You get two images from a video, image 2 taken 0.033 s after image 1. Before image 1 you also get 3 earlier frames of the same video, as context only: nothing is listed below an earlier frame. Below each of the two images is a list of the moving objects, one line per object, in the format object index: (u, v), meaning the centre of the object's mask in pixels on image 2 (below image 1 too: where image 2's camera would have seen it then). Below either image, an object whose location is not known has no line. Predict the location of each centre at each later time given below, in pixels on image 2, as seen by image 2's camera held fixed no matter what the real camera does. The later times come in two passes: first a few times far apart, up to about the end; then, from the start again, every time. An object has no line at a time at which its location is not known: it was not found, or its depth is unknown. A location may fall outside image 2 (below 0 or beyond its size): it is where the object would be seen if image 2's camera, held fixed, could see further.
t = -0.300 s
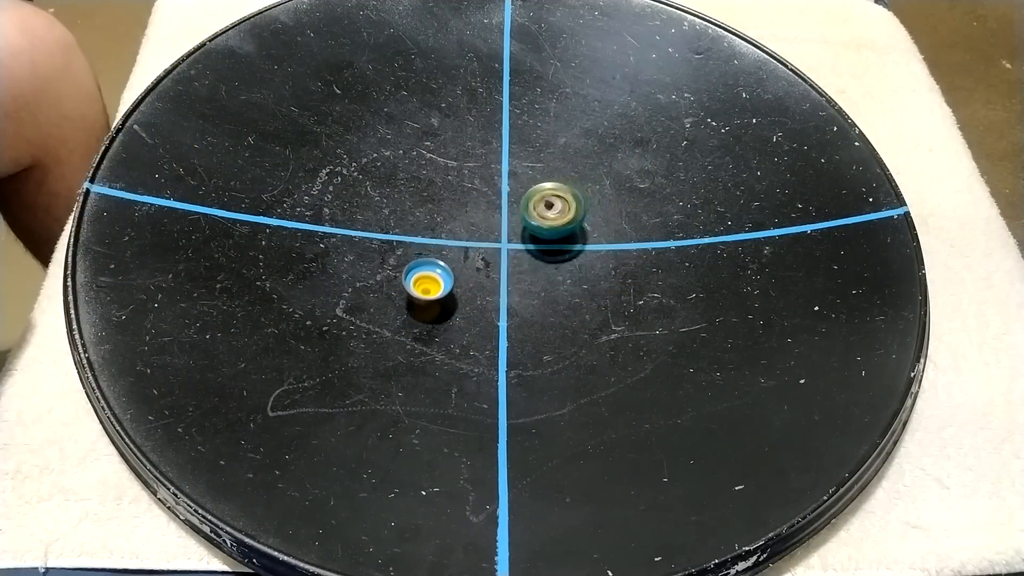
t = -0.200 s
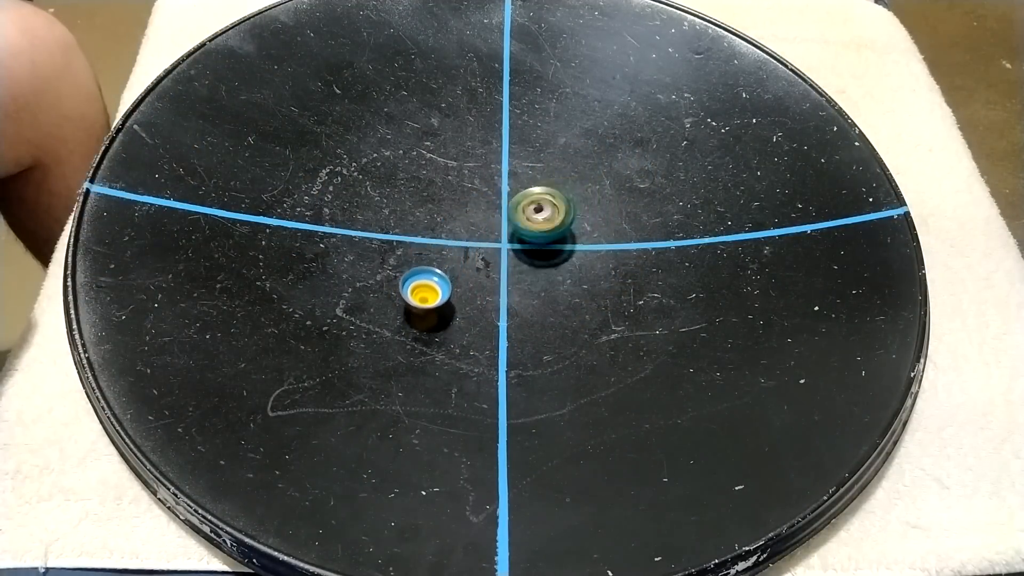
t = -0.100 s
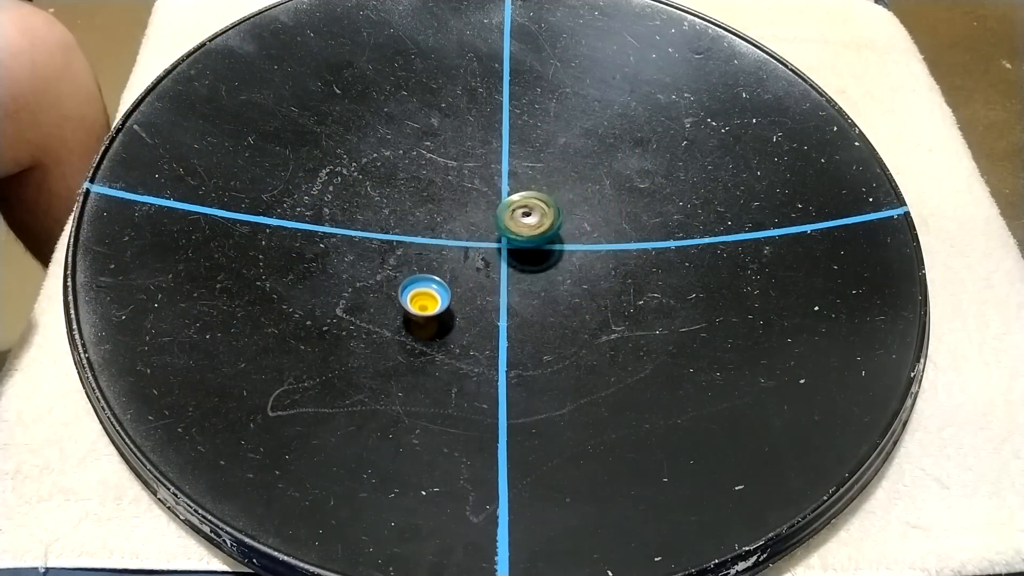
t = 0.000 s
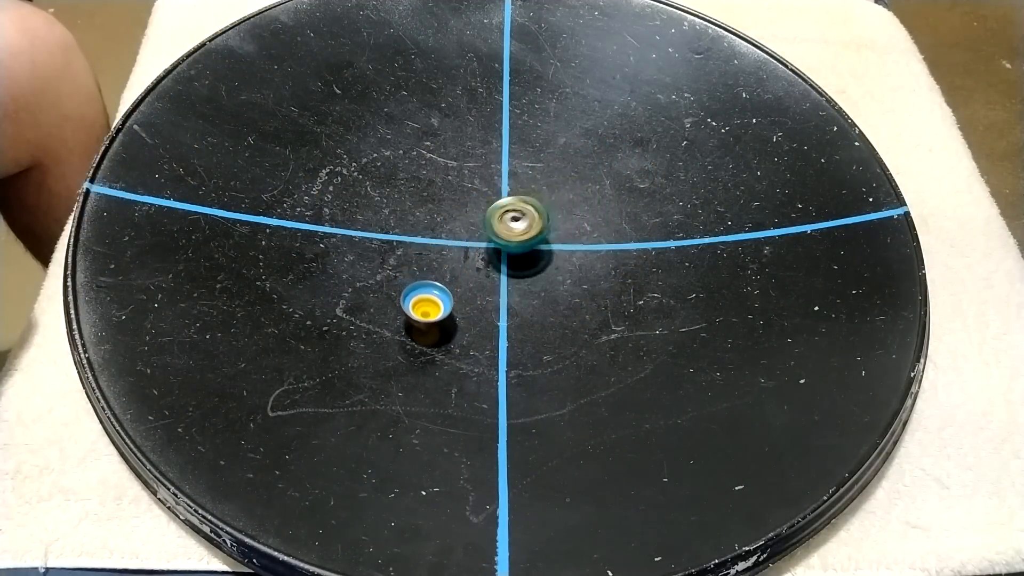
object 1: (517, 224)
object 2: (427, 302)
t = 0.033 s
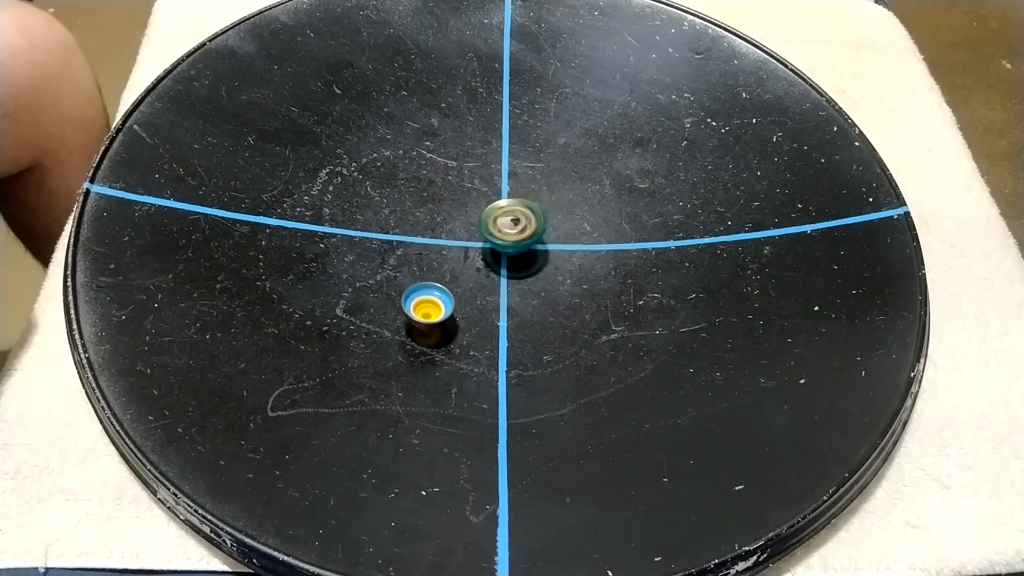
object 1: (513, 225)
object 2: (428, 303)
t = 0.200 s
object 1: (495, 234)
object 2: (438, 309)
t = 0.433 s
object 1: (482, 243)
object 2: (463, 314)
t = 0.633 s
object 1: (490, 251)
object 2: (491, 314)
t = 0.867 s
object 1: (515, 254)
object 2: (516, 302)
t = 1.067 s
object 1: (546, 224)
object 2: (542, 292)
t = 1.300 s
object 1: (593, 202)
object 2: (571, 269)
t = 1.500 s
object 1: (623, 207)
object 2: (591, 248)
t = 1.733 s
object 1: (651, 208)
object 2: (599, 235)
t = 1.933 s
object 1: (660, 208)
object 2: (596, 220)
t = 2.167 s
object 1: (651, 216)
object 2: (582, 202)
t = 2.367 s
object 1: (632, 229)
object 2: (565, 189)
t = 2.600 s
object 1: (577, 234)
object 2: (547, 178)
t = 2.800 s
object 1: (527, 221)
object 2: (530, 174)
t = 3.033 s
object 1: (479, 212)
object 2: (513, 164)
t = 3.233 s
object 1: (455, 207)
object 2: (508, 163)
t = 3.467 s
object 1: (455, 207)
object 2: (497, 174)
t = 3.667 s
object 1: (473, 225)
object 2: (487, 182)
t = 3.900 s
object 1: (489, 265)
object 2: (483, 206)
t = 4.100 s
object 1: (483, 301)
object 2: (481, 228)
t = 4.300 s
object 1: (479, 312)
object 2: (478, 249)
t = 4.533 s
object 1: (490, 308)
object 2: (471, 263)
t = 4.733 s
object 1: (524, 303)
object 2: (475, 273)
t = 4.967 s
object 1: (571, 287)
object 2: (497, 277)
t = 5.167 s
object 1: (608, 274)
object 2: (519, 283)
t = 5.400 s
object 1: (635, 256)
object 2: (535, 292)
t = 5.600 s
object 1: (637, 238)
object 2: (541, 290)
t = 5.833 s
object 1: (619, 216)
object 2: (554, 276)
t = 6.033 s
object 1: (595, 196)
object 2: (564, 260)
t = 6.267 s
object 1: (569, 176)
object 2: (575, 241)
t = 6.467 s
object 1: (547, 171)
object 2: (578, 226)
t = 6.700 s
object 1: (520, 178)
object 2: (584, 209)
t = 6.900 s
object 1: (494, 191)
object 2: (587, 197)
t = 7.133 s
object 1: (467, 207)
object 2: (585, 190)
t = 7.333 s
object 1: (449, 219)
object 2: (578, 189)
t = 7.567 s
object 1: (445, 237)
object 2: (563, 192)
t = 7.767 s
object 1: (456, 254)
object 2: (549, 198)
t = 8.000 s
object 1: (475, 275)
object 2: (532, 209)
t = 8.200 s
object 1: (498, 293)
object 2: (516, 221)
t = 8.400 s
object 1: (518, 305)
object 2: (503, 233)
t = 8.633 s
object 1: (538, 299)
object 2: (488, 248)
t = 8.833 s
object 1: (560, 286)
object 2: (477, 261)
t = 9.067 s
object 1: (591, 275)
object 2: (467, 272)
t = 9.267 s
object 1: (606, 269)
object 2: (467, 279)
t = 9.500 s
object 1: (607, 260)
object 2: (476, 277)
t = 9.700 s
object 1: (617, 258)
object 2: (497, 272)
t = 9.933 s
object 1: (610, 249)
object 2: (527, 271)
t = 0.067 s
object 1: (510, 227)
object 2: (429, 304)
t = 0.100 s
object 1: (506, 229)
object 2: (431, 306)
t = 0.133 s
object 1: (501, 230)
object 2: (433, 308)
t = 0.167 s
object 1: (499, 232)
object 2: (435, 309)
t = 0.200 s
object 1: (495, 234)
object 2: (438, 309)
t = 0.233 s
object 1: (492, 235)
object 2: (441, 310)
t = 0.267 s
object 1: (490, 236)
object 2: (444, 311)
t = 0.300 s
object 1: (487, 237)
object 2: (447, 312)
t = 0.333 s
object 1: (486, 238)
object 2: (451, 313)
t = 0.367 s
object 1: (486, 240)
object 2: (455, 313)
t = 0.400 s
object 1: (483, 243)
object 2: (459, 314)
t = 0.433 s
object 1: (482, 243)
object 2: (463, 314)
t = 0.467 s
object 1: (484, 244)
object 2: (468, 315)
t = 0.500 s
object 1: (484, 247)
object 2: (472, 316)
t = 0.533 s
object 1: (484, 248)
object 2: (476, 316)
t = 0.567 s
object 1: (485, 248)
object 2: (481, 316)
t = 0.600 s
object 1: (489, 249)
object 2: (487, 315)
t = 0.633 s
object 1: (490, 251)
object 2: (491, 314)
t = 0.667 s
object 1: (492, 251)
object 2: (495, 313)
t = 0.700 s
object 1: (495, 252)
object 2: (499, 311)
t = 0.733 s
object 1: (498, 254)
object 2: (502, 309)
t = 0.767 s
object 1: (500, 255)
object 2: (506, 307)
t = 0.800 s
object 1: (504, 255)
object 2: (509, 305)
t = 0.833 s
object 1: (509, 255)
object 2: (512, 303)
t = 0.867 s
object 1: (515, 254)
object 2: (516, 302)
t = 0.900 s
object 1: (521, 252)
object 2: (520, 302)
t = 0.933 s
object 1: (526, 246)
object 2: (525, 300)
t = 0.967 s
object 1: (529, 240)
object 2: (529, 298)
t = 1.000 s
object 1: (533, 233)
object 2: (533, 296)
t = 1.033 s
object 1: (541, 227)
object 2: (538, 294)
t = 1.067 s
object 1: (546, 224)
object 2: (542, 292)
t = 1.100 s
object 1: (552, 220)
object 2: (547, 289)
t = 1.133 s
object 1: (558, 214)
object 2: (551, 286)
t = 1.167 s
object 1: (567, 211)
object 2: (555, 283)
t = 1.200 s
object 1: (573, 208)
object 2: (559, 279)
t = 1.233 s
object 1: (579, 206)
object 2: (563, 276)
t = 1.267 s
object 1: (586, 204)
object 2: (567, 272)
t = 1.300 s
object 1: (593, 202)
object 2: (571, 269)
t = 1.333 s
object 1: (598, 202)
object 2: (575, 266)
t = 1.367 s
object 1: (604, 203)
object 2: (579, 262)
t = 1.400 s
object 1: (609, 203)
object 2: (582, 258)
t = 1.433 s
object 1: (613, 203)
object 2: (585, 255)
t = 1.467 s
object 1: (619, 206)
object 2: (588, 251)
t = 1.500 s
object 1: (623, 207)
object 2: (591, 248)
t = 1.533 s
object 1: (627, 207)
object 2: (593, 247)
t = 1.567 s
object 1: (633, 208)
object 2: (594, 245)
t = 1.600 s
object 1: (637, 208)
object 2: (595, 244)
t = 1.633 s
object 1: (641, 208)
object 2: (596, 242)
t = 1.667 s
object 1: (645, 208)
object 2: (597, 240)
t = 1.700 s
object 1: (648, 208)
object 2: (599, 238)
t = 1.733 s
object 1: (651, 208)
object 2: (599, 235)
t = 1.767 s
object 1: (654, 208)
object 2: (600, 232)
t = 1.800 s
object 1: (655, 208)
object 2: (600, 230)
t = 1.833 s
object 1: (657, 207)
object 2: (600, 227)
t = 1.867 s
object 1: (660, 207)
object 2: (599, 225)
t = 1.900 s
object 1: (661, 208)
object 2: (597, 222)
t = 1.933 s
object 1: (660, 208)
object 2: (596, 220)
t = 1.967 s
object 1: (659, 208)
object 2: (596, 218)
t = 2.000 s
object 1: (658, 209)
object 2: (595, 215)
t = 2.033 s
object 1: (656, 210)
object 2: (594, 212)
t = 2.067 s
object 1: (653, 212)
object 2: (593, 210)
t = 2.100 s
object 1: (649, 213)
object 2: (590, 207)
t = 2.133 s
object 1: (649, 213)
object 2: (587, 204)
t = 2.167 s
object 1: (651, 216)
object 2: (582, 202)
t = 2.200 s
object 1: (650, 218)
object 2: (579, 199)
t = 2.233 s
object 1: (647, 220)
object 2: (576, 197)
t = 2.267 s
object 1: (644, 222)
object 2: (573, 195)
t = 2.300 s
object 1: (642, 224)
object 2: (570, 193)
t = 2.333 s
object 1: (639, 227)
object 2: (568, 191)
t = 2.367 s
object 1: (632, 229)
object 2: (565, 189)
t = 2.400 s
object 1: (624, 231)
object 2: (563, 187)
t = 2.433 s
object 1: (619, 233)
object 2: (560, 185)
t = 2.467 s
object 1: (613, 234)
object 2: (557, 183)
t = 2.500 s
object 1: (602, 235)
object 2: (555, 182)
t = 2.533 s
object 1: (593, 235)
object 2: (552, 180)
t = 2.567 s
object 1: (586, 235)
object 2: (549, 179)
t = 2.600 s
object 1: (577, 234)
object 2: (547, 178)
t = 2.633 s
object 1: (569, 232)
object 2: (544, 177)
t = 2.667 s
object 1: (560, 230)
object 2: (542, 177)
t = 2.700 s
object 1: (550, 226)
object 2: (539, 176)
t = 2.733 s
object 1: (542, 225)
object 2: (536, 176)
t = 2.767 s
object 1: (536, 222)
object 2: (533, 175)
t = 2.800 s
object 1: (527, 221)
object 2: (530, 174)
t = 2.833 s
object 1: (517, 220)
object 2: (526, 173)
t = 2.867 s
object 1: (511, 216)
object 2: (522, 173)
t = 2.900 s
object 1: (505, 217)
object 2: (519, 171)
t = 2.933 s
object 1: (497, 216)
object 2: (516, 168)
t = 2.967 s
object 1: (489, 215)
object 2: (513, 167)
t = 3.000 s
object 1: (484, 213)
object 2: (513, 165)
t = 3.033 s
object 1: (479, 212)
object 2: (513, 164)
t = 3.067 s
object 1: (473, 213)
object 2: (512, 163)
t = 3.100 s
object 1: (468, 211)
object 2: (512, 161)
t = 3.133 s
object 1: (463, 209)
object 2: (511, 161)
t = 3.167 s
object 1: (460, 208)
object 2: (510, 161)
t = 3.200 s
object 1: (458, 208)
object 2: (508, 162)
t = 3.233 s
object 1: (455, 207)
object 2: (508, 163)
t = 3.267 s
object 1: (452, 206)
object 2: (507, 165)
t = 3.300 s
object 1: (451, 204)
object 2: (506, 167)
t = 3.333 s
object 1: (452, 204)
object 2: (506, 169)
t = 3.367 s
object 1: (453, 207)
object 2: (505, 171)
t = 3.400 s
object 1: (452, 207)
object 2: (502, 172)
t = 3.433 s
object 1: (452, 205)
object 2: (500, 173)
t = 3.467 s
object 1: (455, 207)
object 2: (497, 174)
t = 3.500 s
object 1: (459, 210)
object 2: (495, 174)
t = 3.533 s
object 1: (459, 211)
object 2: (493, 175)
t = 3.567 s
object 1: (461, 213)
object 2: (492, 176)
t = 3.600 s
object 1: (465, 214)
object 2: (490, 177)
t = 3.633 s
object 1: (469, 219)
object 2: (488, 179)
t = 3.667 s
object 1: (473, 225)
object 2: (487, 182)
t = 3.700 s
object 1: (476, 230)
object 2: (485, 185)
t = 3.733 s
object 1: (479, 233)
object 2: (484, 188)
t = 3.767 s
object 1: (482, 240)
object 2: (484, 192)
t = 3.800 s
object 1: (484, 247)
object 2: (484, 195)
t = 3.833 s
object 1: (487, 254)
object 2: (483, 200)
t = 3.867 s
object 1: (488, 260)
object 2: (483, 202)
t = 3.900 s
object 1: (489, 265)
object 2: (483, 206)
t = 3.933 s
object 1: (490, 272)
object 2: (482, 210)
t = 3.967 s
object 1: (489, 280)
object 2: (482, 213)
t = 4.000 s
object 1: (487, 287)
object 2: (482, 216)
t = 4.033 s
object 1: (484, 293)
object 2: (482, 220)
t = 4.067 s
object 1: (483, 297)
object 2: (481, 224)
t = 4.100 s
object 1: (483, 301)
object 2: (481, 228)
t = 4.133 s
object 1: (483, 304)
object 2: (480, 231)
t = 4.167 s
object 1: (481, 309)
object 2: (478, 235)
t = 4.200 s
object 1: (479, 311)
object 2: (478, 238)
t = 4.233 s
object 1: (477, 312)
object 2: (478, 242)
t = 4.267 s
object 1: (477, 312)
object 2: (478, 246)
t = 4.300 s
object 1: (479, 312)
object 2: (478, 249)
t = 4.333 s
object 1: (479, 312)
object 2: (478, 253)
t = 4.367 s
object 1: (478, 312)
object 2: (478, 257)
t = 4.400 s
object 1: (479, 309)
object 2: (478, 259)
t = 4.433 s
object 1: (480, 308)
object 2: (477, 260)
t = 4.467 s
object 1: (481, 308)
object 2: (475, 260)
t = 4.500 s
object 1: (486, 309)
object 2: (473, 261)
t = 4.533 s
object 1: (490, 308)
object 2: (471, 263)
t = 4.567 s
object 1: (494, 308)
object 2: (470, 265)
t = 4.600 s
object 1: (499, 307)
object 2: (470, 267)
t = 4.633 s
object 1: (505, 306)
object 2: (471, 269)
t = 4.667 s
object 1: (512, 305)
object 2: (472, 270)
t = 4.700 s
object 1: (518, 304)
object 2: (473, 272)
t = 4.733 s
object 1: (524, 303)
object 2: (475, 273)
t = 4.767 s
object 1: (531, 300)
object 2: (478, 274)
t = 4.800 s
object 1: (538, 297)
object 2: (481, 275)
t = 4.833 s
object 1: (545, 294)
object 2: (483, 276)
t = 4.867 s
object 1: (552, 294)
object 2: (487, 276)
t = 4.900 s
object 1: (558, 292)
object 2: (490, 276)
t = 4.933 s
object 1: (565, 289)
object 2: (493, 277)
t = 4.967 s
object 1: (571, 287)
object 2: (497, 277)
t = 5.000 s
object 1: (578, 286)
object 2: (501, 278)
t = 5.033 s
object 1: (585, 283)
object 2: (505, 279)
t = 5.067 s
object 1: (592, 280)
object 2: (509, 280)
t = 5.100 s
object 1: (597, 279)
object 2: (512, 281)
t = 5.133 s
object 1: (602, 277)
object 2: (516, 283)
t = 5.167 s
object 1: (608, 274)
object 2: (519, 283)
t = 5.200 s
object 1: (613, 271)
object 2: (522, 285)
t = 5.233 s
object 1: (618, 268)
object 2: (525, 287)
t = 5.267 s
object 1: (623, 267)
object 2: (528, 289)
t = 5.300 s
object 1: (626, 265)
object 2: (530, 290)
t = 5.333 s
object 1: (629, 261)
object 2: (532, 291)
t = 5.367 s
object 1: (632, 259)
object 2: (534, 292)
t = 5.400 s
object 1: (635, 256)
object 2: (535, 292)
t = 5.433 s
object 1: (637, 254)
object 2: (536, 292)
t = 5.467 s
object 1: (637, 251)
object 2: (536, 292)
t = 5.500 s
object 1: (638, 247)
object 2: (538, 292)
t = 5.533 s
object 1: (639, 244)
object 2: (539, 291)
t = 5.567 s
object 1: (638, 241)
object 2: (540, 291)
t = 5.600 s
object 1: (637, 238)
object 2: (541, 290)
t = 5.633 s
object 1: (635, 235)
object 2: (543, 289)
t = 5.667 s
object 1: (634, 232)
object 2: (545, 287)
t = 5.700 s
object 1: (631, 229)
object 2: (547, 285)
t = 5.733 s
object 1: (628, 225)
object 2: (549, 283)
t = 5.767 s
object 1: (626, 222)
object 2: (551, 281)
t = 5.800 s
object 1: (623, 219)
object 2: (552, 278)
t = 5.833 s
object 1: (619, 216)
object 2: (554, 276)
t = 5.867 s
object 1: (614, 212)
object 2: (555, 273)
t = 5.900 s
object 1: (612, 209)
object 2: (557, 271)
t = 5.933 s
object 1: (608, 205)
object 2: (559, 269)
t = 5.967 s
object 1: (604, 202)
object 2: (561, 266)
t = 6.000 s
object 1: (599, 199)
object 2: (562, 263)
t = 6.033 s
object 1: (595, 196)
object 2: (564, 260)
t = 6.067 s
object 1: (592, 192)
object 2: (566, 258)
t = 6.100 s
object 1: (588, 190)
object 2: (567, 255)
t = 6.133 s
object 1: (585, 186)
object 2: (569, 252)
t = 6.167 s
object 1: (579, 183)
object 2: (571, 249)
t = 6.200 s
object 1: (576, 180)
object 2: (572, 246)
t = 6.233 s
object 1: (574, 179)
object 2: (573, 244)
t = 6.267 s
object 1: (569, 176)
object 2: (575, 241)
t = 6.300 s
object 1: (565, 174)
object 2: (576, 239)
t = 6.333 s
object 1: (562, 173)
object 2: (575, 237)
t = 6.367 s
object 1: (559, 172)
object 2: (576, 235)
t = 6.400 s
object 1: (554, 171)
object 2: (577, 232)
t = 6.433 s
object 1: (551, 171)
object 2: (577, 229)
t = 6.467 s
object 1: (547, 171)
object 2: (578, 226)
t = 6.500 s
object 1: (543, 171)
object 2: (579, 224)
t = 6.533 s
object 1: (539, 172)
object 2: (580, 222)
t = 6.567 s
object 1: (535, 173)
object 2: (580, 219)
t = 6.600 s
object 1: (532, 174)
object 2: (581, 217)
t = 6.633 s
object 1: (528, 174)
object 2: (582, 215)
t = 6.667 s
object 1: (524, 176)
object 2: (583, 212)
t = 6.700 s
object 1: (520, 178)
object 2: (584, 209)
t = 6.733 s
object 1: (514, 180)
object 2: (584, 207)
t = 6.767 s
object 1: (511, 182)
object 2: (585, 205)
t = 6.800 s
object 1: (508, 185)
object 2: (586, 203)
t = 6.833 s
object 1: (503, 187)
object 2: (586, 201)
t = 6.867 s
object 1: (499, 188)
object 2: (587, 199)
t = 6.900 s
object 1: (494, 191)
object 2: (587, 197)
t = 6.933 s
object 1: (490, 193)
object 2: (586, 197)
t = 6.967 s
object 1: (485, 195)
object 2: (587, 197)
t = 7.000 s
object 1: (481, 198)
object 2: (587, 195)
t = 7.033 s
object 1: (477, 200)
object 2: (586, 194)
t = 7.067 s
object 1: (473, 203)
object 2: (586, 192)
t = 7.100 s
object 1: (470, 205)
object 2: (585, 191)
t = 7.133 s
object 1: (467, 207)
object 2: (585, 190)
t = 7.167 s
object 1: (463, 209)
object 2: (584, 190)
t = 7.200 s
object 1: (460, 211)
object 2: (583, 190)
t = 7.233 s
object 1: (456, 213)
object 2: (583, 189)
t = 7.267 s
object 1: (454, 215)
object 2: (582, 189)
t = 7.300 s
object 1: (451, 217)
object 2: (580, 189)
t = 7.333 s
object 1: (449, 219)
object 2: (578, 189)
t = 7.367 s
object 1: (447, 221)
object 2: (576, 189)
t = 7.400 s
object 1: (446, 224)
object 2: (574, 189)
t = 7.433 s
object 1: (445, 227)
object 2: (572, 189)
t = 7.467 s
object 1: (444, 230)
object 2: (570, 190)
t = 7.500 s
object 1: (443, 231)
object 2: (567, 190)
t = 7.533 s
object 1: (444, 233)
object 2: (565, 191)
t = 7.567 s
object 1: (445, 237)
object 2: (563, 192)
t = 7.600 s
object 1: (447, 240)
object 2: (560, 193)
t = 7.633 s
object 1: (447, 243)
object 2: (558, 193)
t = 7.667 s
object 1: (448, 246)
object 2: (556, 194)
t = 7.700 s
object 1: (450, 248)
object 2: (553, 196)
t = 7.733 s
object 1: (453, 251)
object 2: (551, 197)
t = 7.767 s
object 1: (456, 254)
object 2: (549, 198)
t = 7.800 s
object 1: (458, 257)
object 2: (546, 199)
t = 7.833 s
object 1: (460, 260)
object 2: (544, 201)
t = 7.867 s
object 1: (463, 264)
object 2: (542, 202)
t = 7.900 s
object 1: (465, 266)
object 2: (539, 203)
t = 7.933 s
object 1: (468, 269)
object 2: (537, 205)
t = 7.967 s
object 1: (471, 272)
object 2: (534, 207)
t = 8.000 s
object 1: (475, 275)
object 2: (532, 209)
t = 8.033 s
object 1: (478, 279)
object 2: (529, 211)
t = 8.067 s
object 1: (482, 283)
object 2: (527, 213)
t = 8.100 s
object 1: (484, 285)
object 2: (524, 215)
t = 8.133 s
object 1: (488, 289)
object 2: (521, 216)
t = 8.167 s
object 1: (494, 290)
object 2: (519, 218)
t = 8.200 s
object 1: (498, 293)
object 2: (516, 221)
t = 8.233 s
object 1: (501, 296)
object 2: (513, 223)
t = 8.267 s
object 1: (504, 296)
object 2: (511, 224)
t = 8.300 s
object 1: (507, 298)
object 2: (509, 226)
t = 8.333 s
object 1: (512, 300)
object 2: (507, 228)
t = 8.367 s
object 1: (515, 303)
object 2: (505, 230)
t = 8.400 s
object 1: (518, 305)
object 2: (503, 233)
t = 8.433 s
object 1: (520, 305)
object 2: (500, 235)
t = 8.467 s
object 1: (521, 303)
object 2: (498, 238)
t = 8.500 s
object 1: (527, 302)
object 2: (496, 240)
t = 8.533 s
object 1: (531, 301)
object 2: (494, 242)
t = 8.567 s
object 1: (536, 302)
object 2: (492, 244)
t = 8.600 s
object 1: (537, 302)
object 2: (490, 246)
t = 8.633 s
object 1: (538, 299)
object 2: (488, 248)
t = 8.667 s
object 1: (540, 296)
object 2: (486, 251)
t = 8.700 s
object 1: (543, 292)
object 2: (484, 253)
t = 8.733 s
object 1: (547, 290)
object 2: (482, 255)
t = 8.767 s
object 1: (553, 288)
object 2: (481, 257)
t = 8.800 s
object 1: (556, 287)
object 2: (479, 259)
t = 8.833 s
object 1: (560, 286)
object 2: (477, 261)
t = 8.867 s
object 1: (563, 285)
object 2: (475, 263)
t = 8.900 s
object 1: (565, 283)
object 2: (473, 264)
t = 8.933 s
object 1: (568, 281)
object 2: (472, 266)
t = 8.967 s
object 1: (572, 278)
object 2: (470, 268)
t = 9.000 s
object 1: (578, 276)
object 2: (469, 269)
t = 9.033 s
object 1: (585, 274)
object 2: (468, 270)
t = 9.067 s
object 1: (591, 275)
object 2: (467, 272)
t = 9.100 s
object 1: (595, 277)
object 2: (467, 273)
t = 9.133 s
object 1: (596, 277)
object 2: (467, 274)
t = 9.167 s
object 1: (596, 276)
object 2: (466, 275)
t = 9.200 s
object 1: (598, 274)
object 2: (466, 277)
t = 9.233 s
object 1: (601, 272)
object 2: (467, 278)
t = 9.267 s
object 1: (606, 269)
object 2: (467, 279)
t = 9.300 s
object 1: (609, 270)
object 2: (469, 279)
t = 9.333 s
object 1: (610, 270)
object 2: (469, 279)
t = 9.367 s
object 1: (610, 270)
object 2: (470, 279)
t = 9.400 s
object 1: (607, 268)
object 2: (470, 279)
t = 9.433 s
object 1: (606, 264)
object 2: (472, 279)
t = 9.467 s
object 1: (605, 261)
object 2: (474, 278)
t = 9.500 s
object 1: (607, 260)
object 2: (476, 277)
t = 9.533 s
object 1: (609, 256)
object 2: (479, 276)
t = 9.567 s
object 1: (611, 255)
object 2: (482, 276)
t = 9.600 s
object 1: (613, 255)
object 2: (485, 275)
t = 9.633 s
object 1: (616, 257)
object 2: (489, 274)
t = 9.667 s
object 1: (617, 258)
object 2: (493, 273)
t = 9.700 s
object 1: (617, 258)
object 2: (497, 272)
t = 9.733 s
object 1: (614, 259)
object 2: (502, 272)
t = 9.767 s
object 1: (613, 257)
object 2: (506, 272)
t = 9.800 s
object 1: (611, 256)
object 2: (510, 271)
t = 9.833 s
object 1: (610, 254)
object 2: (515, 271)
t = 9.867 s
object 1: (611, 254)
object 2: (519, 271)
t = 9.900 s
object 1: (610, 251)
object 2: (523, 271)
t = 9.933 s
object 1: (610, 249)
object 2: (527, 271)
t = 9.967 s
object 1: (612, 248)
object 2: (531, 271)
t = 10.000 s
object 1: (610, 248)
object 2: (534, 271)
